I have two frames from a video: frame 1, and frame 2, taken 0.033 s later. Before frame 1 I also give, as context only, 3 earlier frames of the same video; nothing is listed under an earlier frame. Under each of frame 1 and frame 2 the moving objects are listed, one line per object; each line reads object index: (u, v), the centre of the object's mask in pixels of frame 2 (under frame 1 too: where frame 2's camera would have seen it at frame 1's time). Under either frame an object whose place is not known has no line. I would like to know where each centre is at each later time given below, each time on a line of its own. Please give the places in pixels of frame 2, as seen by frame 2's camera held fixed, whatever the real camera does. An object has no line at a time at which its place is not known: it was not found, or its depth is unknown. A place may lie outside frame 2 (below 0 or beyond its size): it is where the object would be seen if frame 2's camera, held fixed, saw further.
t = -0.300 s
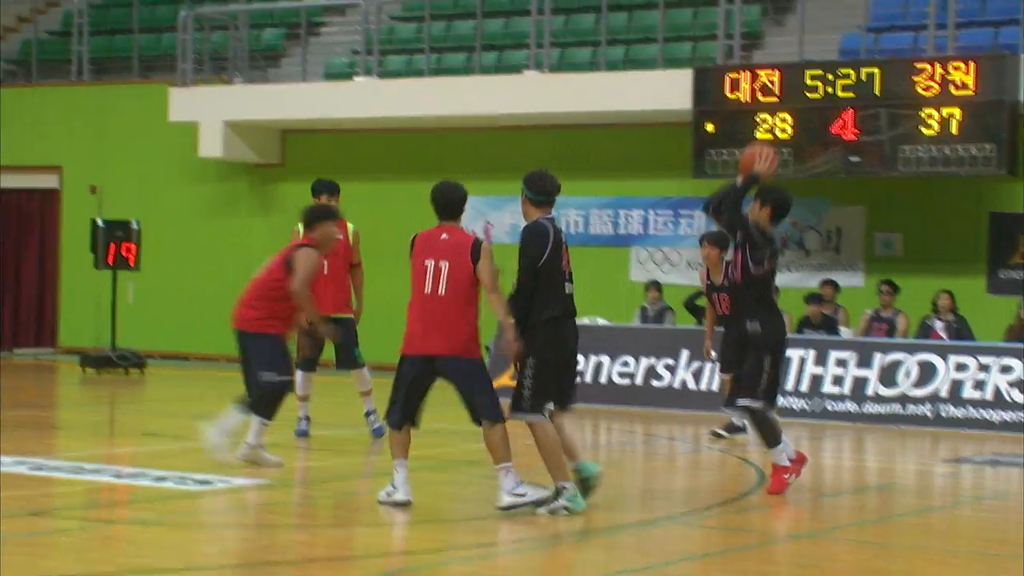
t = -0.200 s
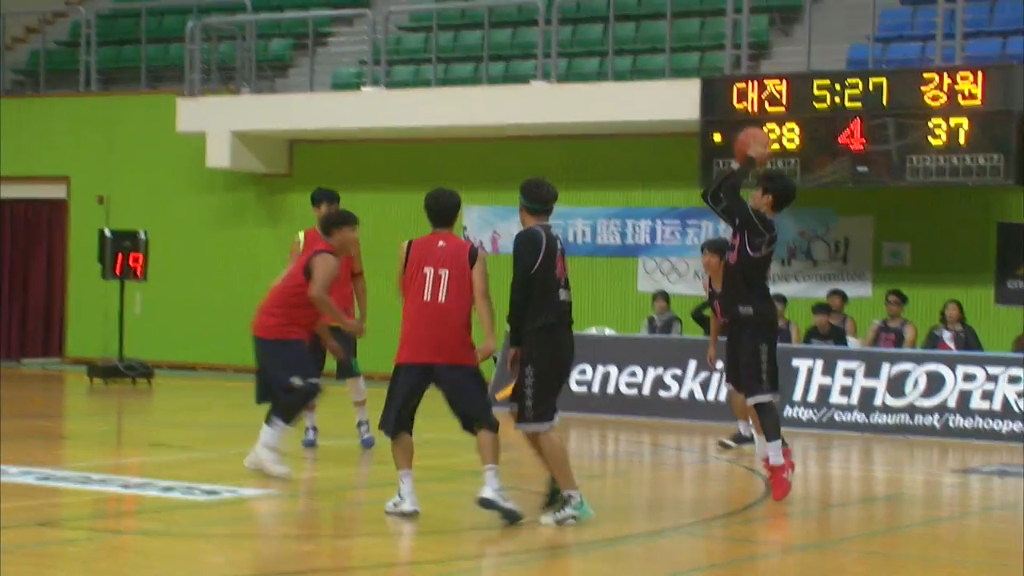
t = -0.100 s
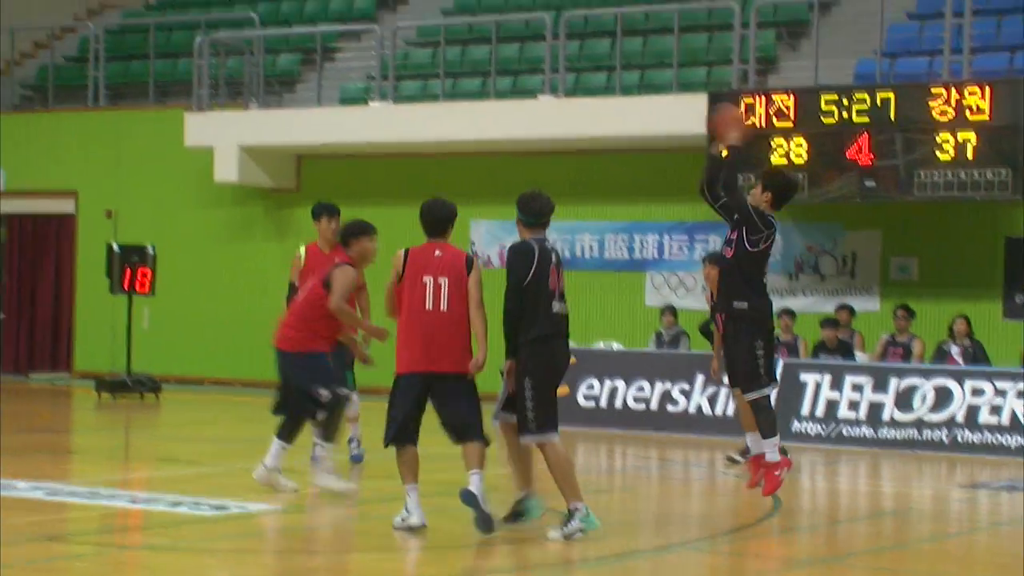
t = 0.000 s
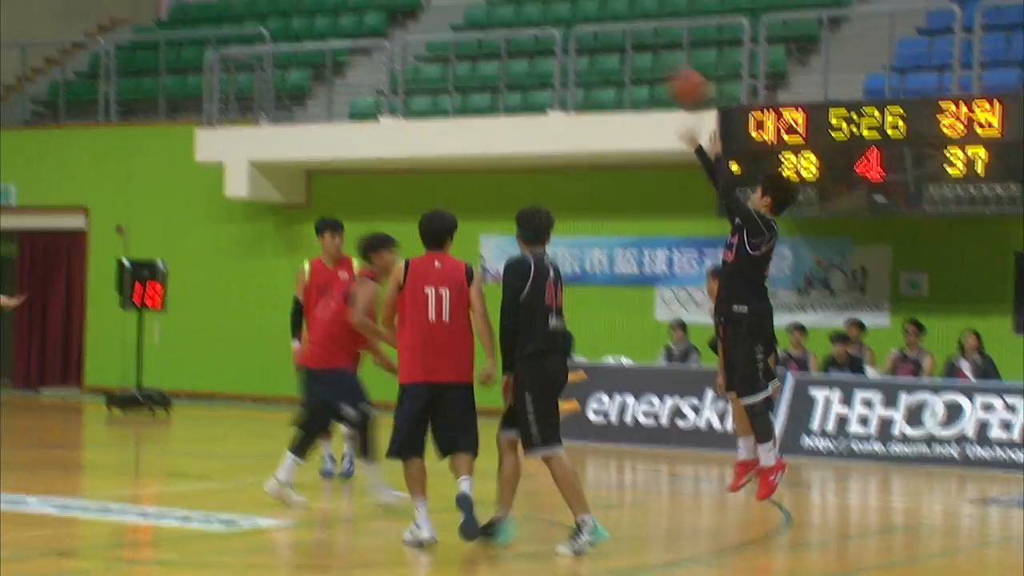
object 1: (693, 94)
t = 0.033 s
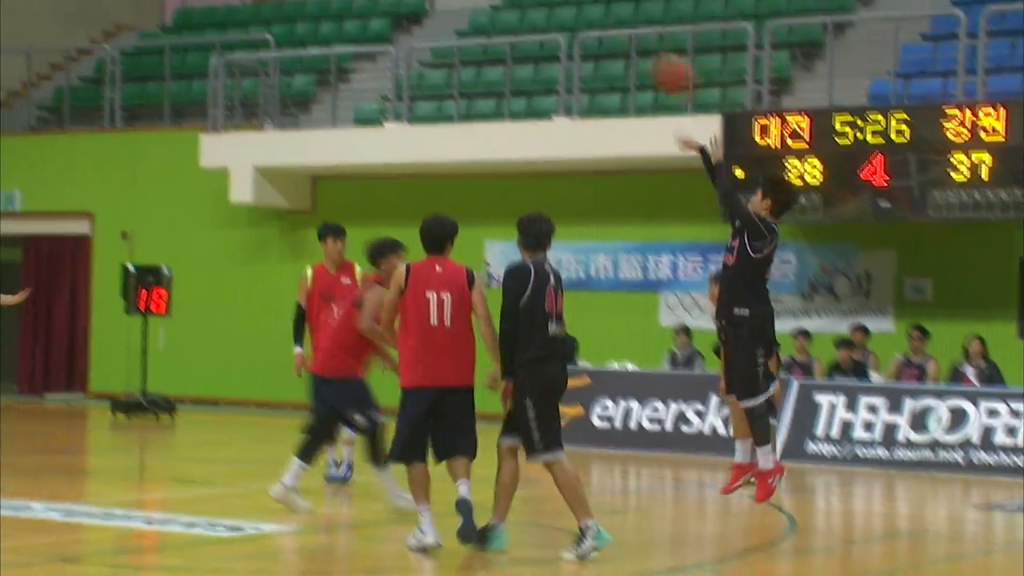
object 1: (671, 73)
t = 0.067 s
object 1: (653, 60)
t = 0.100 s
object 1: (636, 45)
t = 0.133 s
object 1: (619, 31)
